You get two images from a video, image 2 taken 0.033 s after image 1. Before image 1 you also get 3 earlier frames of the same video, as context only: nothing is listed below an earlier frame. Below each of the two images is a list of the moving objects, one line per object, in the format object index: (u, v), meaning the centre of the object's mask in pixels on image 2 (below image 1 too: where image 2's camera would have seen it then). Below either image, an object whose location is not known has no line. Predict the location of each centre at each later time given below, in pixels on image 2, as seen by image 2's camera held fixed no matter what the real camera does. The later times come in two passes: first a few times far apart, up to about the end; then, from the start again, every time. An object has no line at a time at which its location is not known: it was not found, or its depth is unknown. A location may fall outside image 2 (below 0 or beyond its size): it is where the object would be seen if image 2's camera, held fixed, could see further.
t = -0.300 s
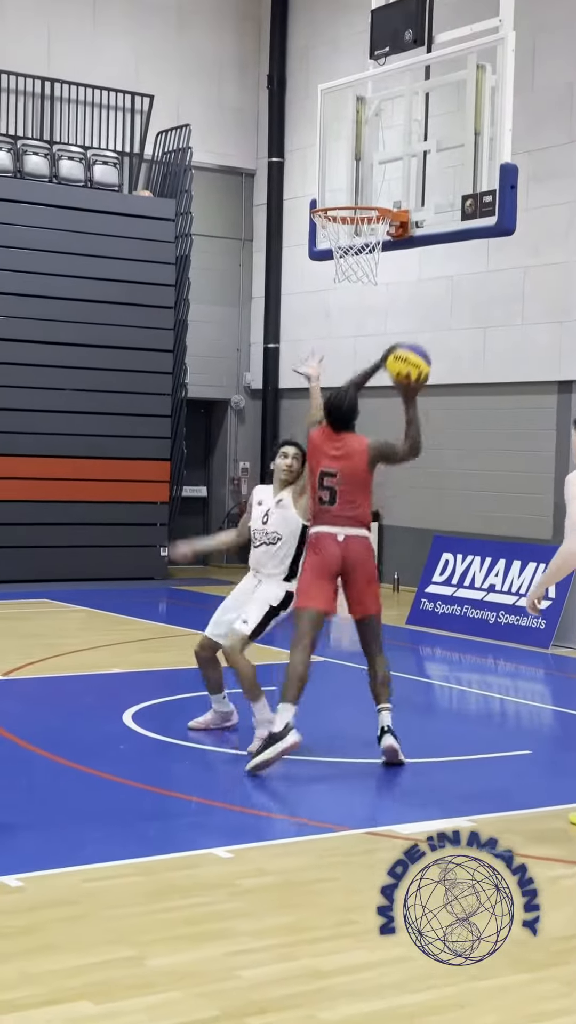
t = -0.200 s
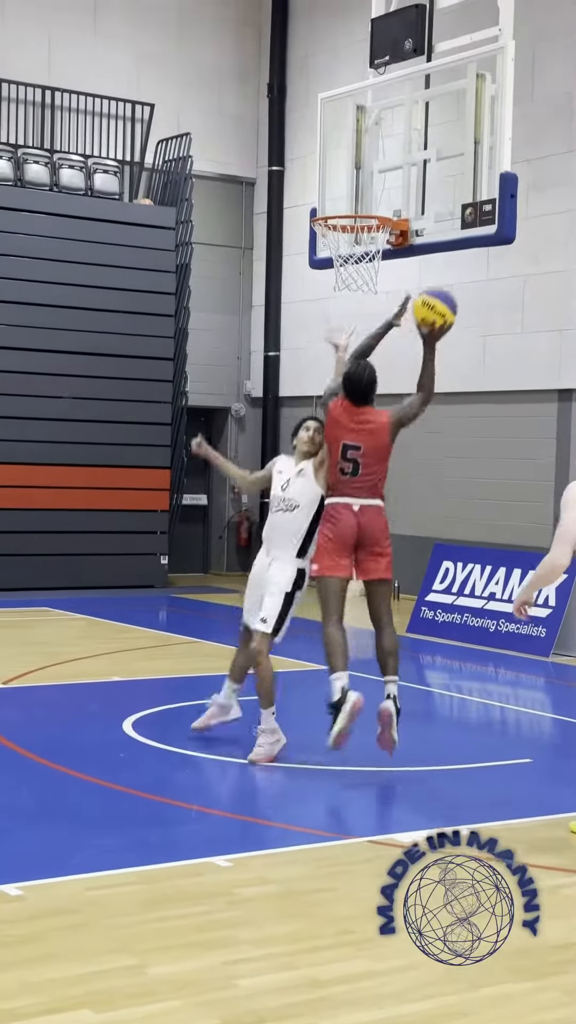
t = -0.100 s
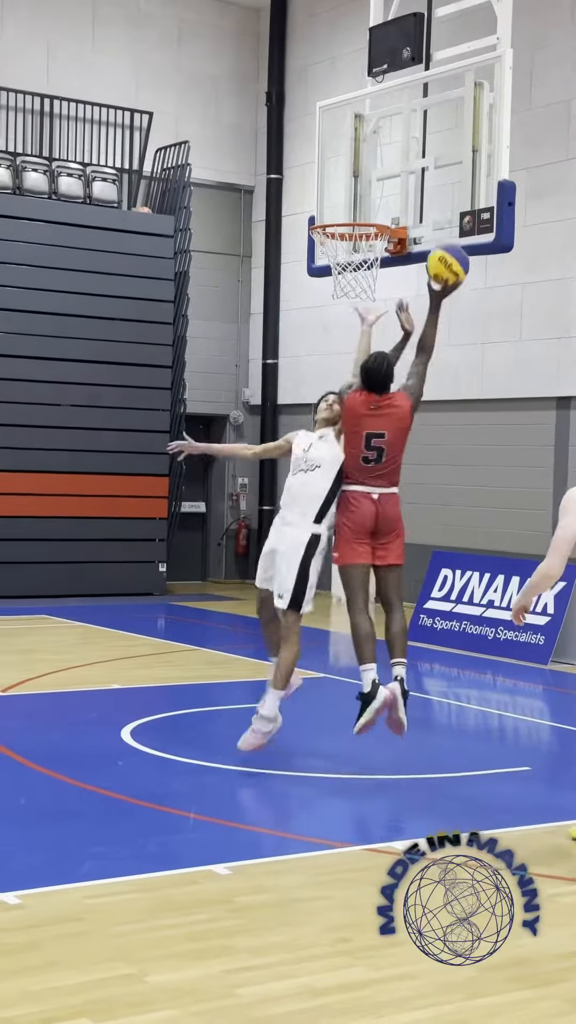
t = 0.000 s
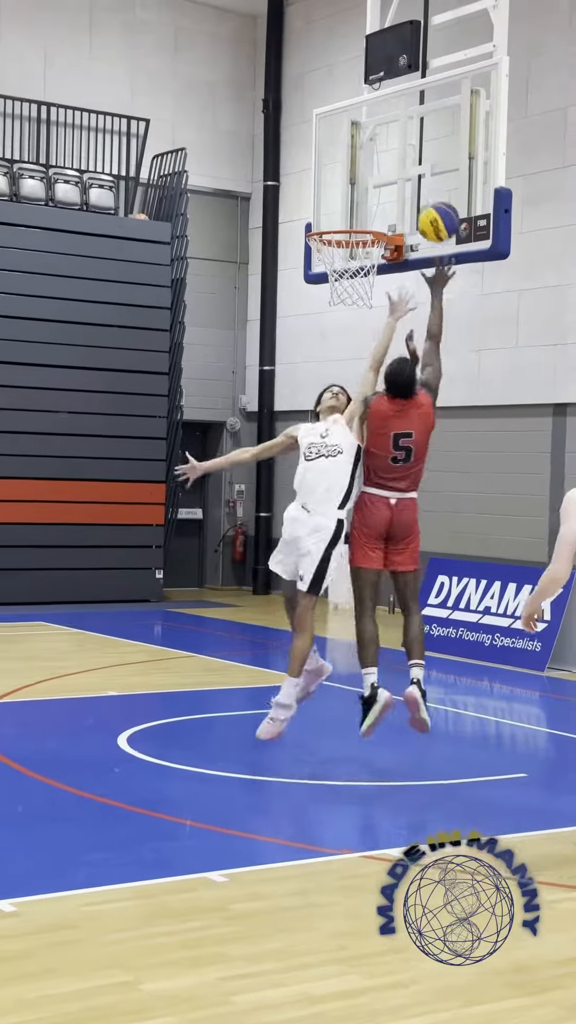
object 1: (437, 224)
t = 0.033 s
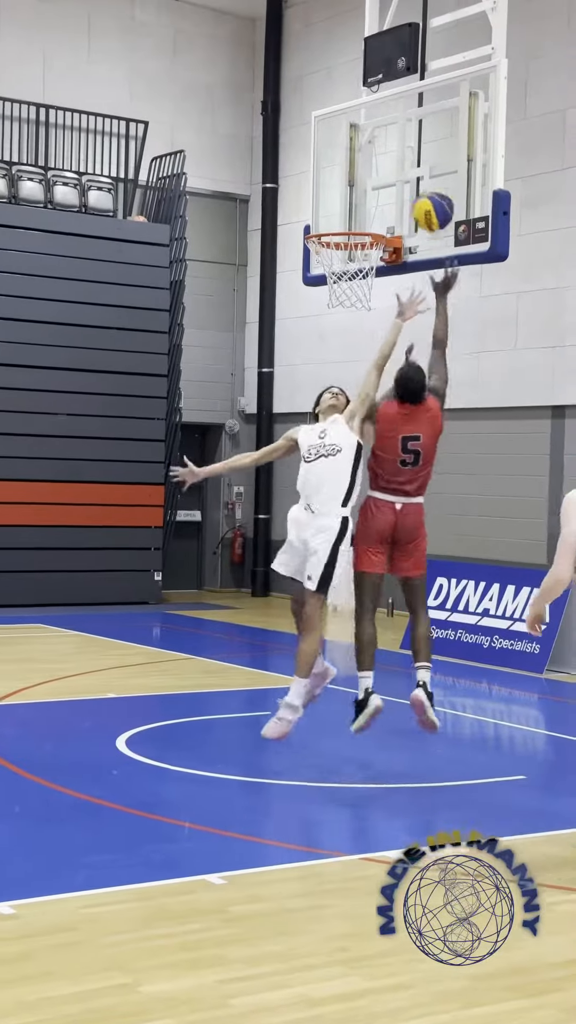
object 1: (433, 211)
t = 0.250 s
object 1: (409, 176)
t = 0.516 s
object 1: (341, 220)
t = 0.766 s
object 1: (359, 215)
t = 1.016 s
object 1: (388, 218)
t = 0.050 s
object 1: (431, 205)
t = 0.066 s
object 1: (429, 199)
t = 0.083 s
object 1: (427, 194)
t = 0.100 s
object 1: (425, 190)
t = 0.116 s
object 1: (423, 187)
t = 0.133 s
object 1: (421, 184)
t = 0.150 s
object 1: (420, 181)
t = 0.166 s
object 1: (418, 179)
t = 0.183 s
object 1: (416, 177)
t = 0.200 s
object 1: (415, 176)
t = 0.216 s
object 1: (413, 176)
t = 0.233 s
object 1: (411, 176)
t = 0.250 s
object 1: (409, 176)
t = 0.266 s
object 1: (407, 176)
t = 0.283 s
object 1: (406, 177)
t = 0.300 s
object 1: (404, 179)
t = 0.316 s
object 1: (400, 180)
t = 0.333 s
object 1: (395, 181)
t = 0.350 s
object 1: (390, 183)
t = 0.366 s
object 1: (385, 185)
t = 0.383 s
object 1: (380, 188)
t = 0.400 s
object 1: (375, 190)
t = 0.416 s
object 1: (371, 194)
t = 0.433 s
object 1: (365, 199)
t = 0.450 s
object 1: (360, 202)
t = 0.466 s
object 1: (356, 206)
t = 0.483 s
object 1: (351, 212)
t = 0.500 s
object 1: (346, 216)
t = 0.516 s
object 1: (341, 220)
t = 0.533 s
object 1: (337, 222)
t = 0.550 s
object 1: (336, 222)
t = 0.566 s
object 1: (335, 226)
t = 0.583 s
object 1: (332, 226)
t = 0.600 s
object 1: (330, 226)
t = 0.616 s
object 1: (329, 225)
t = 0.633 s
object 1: (328, 225)
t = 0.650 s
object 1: (330, 224)
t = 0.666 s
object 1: (335, 218)
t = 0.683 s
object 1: (339, 217)
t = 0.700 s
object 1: (343, 215)
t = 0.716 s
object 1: (347, 215)
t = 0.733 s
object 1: (352, 215)
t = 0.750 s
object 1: (356, 214)
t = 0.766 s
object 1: (359, 215)
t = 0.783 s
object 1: (363, 215)
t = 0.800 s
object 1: (365, 214)
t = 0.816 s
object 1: (367, 211)
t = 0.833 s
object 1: (369, 209)
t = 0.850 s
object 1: (371, 208)
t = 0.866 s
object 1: (373, 207)
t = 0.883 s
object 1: (374, 206)
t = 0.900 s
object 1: (375, 206)
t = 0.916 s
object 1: (377, 206)
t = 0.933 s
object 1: (379, 207)
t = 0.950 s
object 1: (381, 208)
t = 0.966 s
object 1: (383, 210)
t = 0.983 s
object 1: (385, 212)
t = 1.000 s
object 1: (387, 215)
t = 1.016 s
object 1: (388, 218)
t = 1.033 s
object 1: (390, 222)
